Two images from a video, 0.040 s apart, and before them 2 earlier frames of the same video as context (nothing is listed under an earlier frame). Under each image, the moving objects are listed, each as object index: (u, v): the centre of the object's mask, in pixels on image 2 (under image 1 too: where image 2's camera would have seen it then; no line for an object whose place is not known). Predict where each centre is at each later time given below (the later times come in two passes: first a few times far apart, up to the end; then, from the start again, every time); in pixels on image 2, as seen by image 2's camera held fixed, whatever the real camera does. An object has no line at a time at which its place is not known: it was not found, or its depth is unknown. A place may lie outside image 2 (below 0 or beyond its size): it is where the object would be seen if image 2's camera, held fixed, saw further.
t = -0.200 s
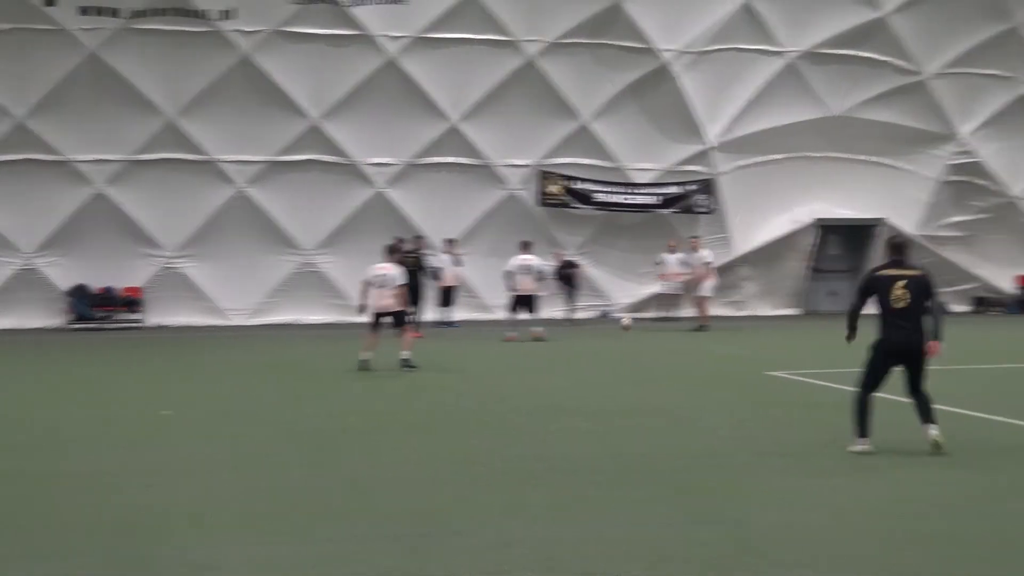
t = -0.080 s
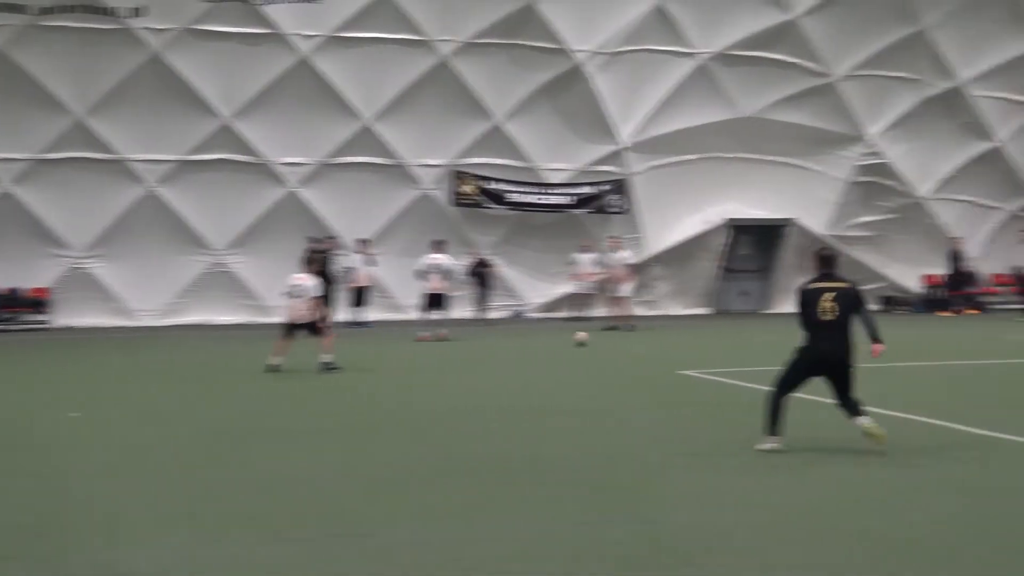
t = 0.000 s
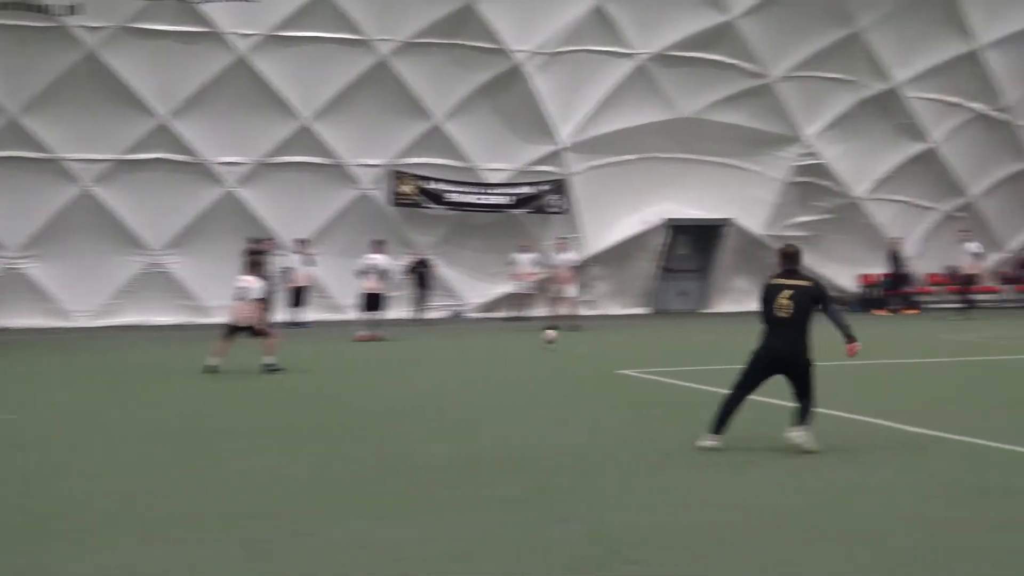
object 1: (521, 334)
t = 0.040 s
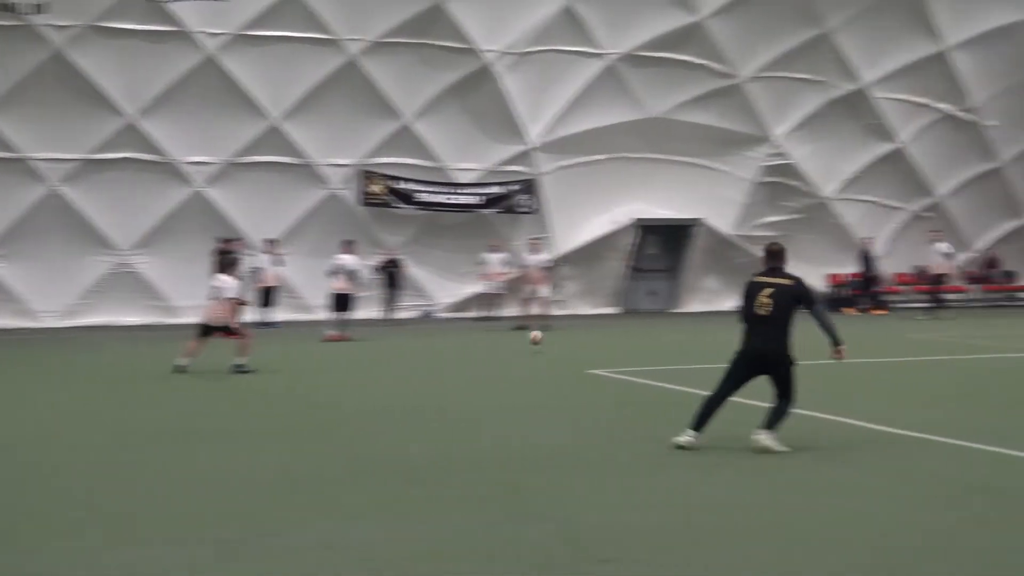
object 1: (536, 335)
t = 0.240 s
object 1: (618, 348)
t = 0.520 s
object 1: (745, 363)
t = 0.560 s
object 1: (763, 362)
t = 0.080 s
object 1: (550, 338)
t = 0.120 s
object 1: (567, 342)
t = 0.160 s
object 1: (586, 349)
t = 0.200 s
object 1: (601, 350)
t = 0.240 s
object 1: (618, 348)
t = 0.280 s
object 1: (634, 348)
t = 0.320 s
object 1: (652, 350)
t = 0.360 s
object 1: (671, 354)
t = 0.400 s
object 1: (690, 359)
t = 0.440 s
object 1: (709, 367)
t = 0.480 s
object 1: (726, 366)
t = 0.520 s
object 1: (745, 363)
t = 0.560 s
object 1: (763, 362)
